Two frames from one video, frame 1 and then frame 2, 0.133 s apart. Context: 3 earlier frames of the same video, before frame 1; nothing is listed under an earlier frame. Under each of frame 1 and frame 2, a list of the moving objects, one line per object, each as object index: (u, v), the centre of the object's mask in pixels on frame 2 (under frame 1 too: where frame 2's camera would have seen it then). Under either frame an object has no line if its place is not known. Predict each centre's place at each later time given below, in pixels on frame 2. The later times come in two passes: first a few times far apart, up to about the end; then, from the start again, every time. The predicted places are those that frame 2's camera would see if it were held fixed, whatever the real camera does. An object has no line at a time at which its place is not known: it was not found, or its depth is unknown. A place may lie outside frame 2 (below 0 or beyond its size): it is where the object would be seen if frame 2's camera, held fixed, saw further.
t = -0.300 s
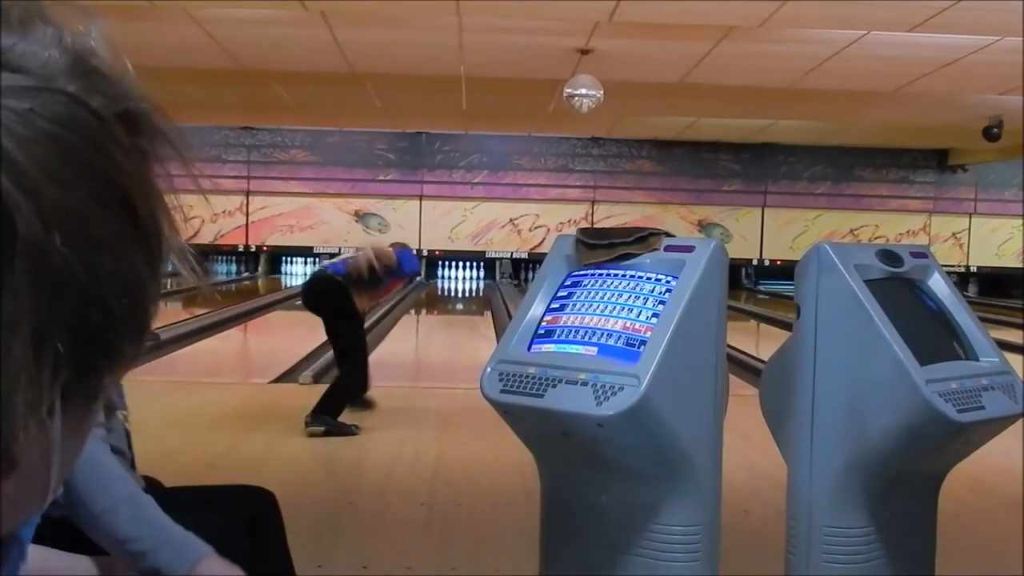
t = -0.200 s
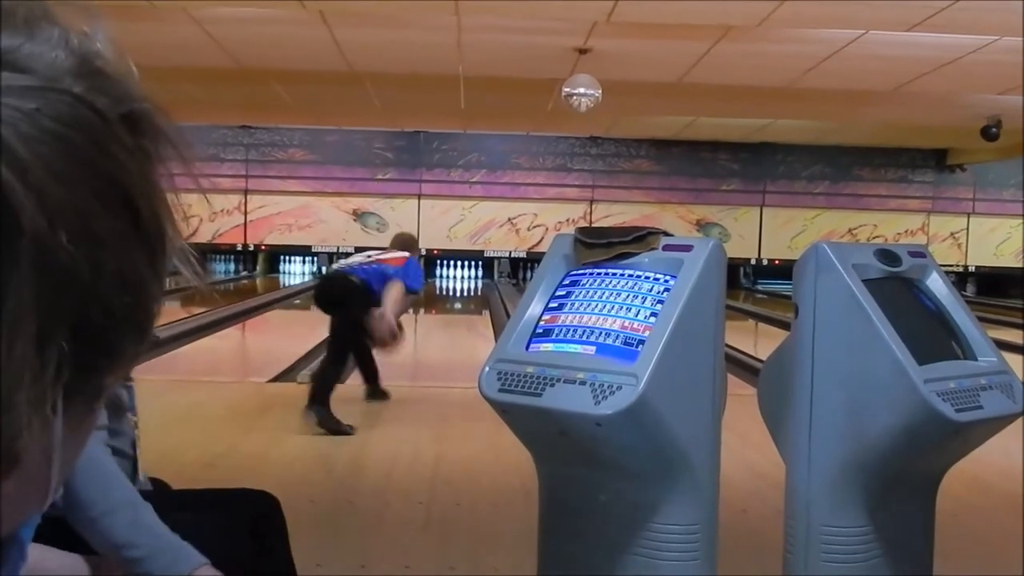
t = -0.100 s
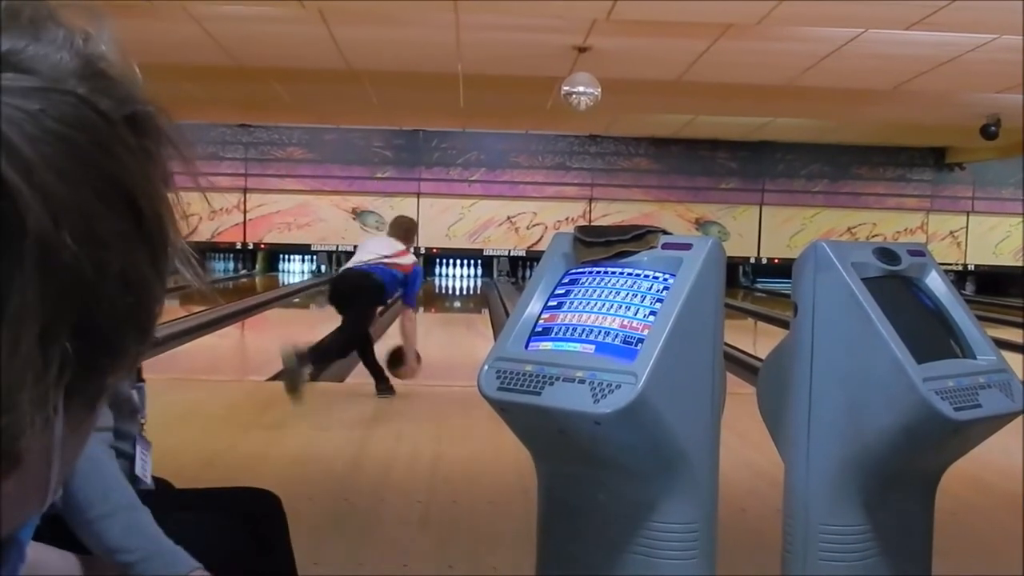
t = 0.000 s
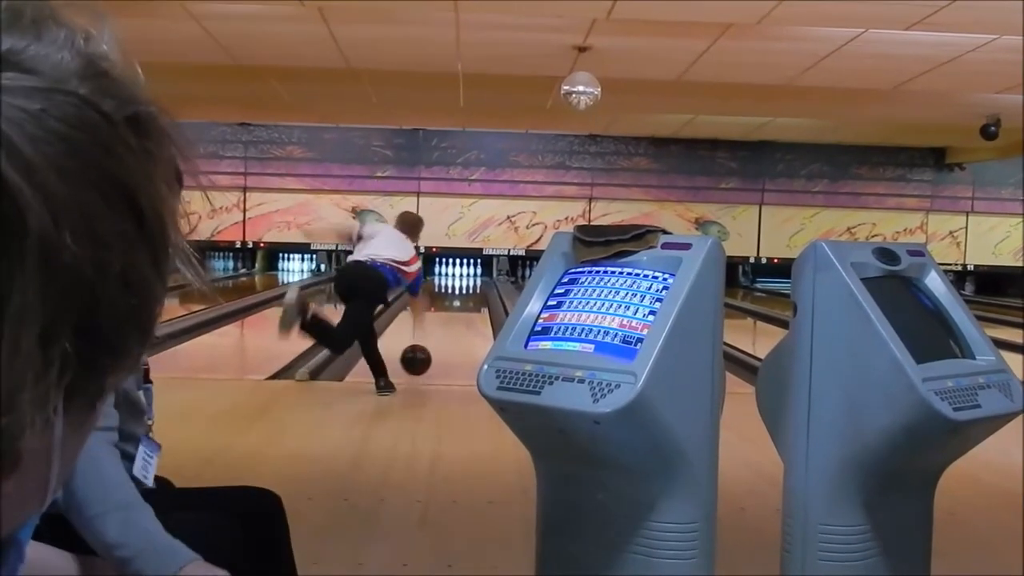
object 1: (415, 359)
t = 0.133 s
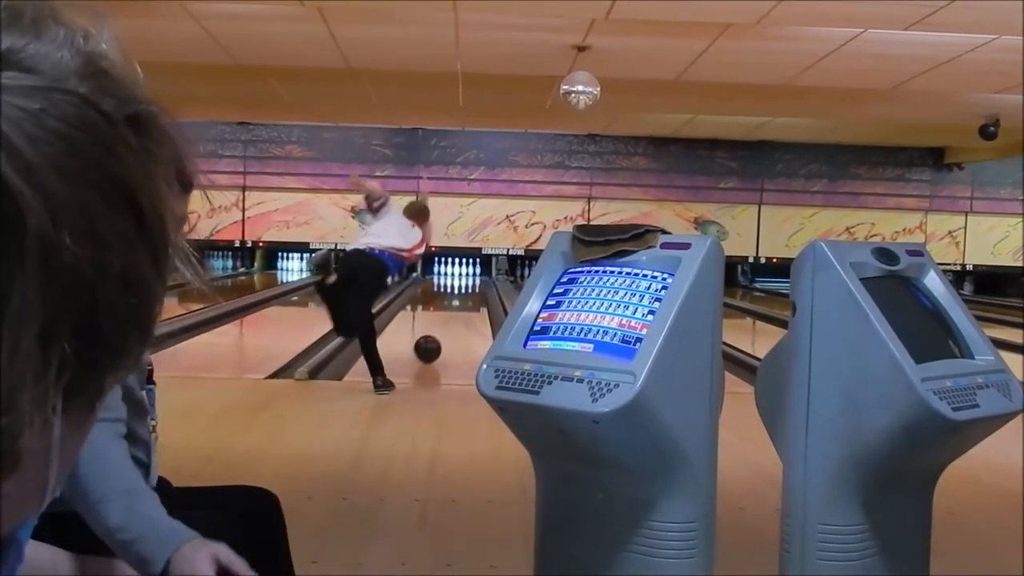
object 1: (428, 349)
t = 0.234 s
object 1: (435, 339)
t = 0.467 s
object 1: (449, 322)
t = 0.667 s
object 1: (457, 311)
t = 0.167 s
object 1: (430, 346)
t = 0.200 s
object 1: (433, 342)
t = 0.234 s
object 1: (435, 339)
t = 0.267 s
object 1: (437, 337)
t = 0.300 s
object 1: (439, 334)
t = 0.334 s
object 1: (441, 331)
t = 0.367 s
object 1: (443, 329)
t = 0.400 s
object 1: (445, 327)
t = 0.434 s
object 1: (447, 324)
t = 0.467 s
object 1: (449, 322)
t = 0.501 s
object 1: (450, 320)
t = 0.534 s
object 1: (452, 318)
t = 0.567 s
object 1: (453, 316)
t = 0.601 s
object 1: (455, 315)
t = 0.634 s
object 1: (456, 313)
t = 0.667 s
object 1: (457, 311)
